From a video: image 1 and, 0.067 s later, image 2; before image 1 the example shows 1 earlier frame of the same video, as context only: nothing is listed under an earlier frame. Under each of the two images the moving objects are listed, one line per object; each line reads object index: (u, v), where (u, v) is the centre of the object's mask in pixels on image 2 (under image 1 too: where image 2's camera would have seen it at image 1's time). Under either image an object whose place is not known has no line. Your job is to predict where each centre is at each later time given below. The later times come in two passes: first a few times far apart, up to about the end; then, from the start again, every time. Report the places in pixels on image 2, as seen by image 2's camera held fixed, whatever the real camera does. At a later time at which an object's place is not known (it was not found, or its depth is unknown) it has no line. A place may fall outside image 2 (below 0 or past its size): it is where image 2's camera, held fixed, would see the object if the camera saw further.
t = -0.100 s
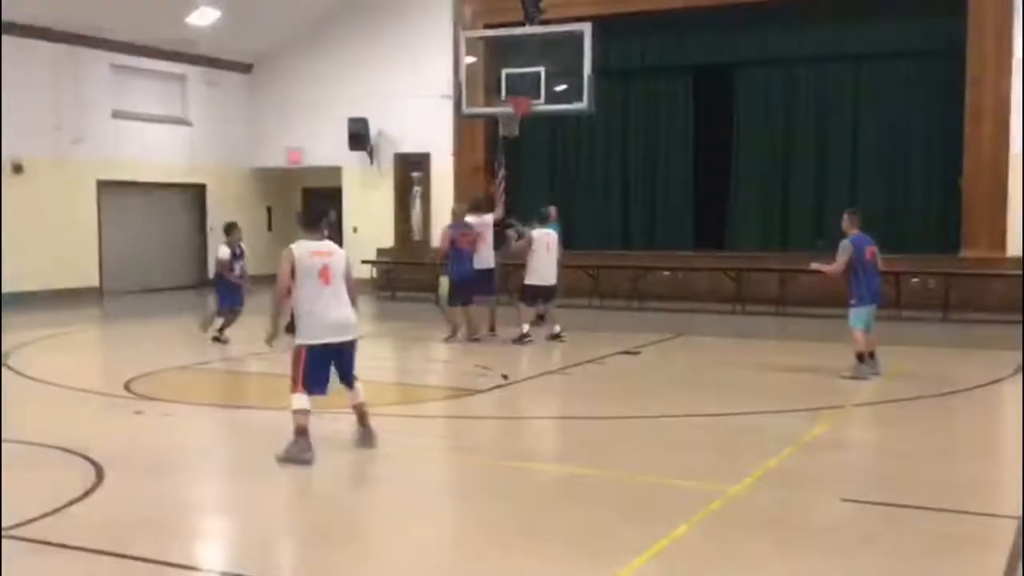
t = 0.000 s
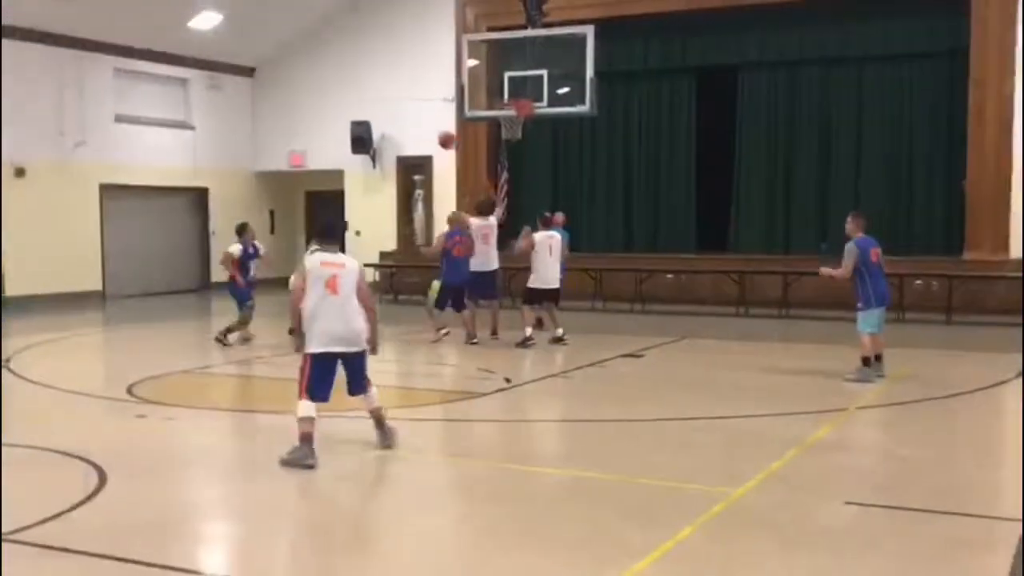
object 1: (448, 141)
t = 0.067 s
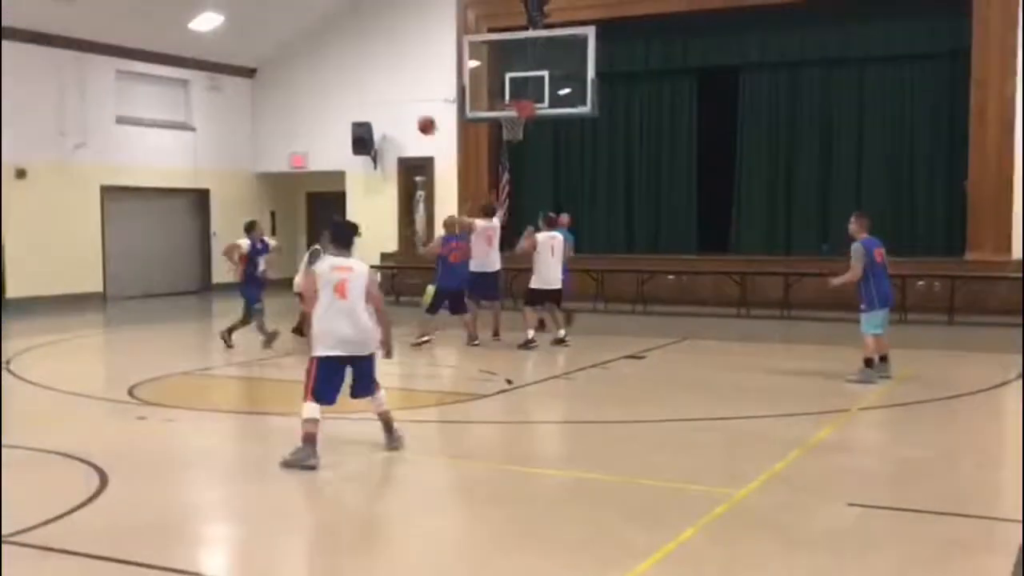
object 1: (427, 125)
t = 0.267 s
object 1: (354, 94)
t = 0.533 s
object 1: (234, 103)
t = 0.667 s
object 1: (161, 137)
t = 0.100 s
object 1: (415, 117)
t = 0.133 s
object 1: (404, 111)
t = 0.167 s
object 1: (392, 106)
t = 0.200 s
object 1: (381, 101)
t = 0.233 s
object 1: (367, 97)
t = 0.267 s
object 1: (354, 94)
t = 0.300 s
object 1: (341, 92)
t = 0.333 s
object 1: (327, 90)
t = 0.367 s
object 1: (314, 89)
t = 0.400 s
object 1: (299, 90)
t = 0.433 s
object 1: (283, 92)
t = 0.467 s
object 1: (267, 94)
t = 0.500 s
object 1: (252, 98)
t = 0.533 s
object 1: (234, 103)
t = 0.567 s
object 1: (217, 109)
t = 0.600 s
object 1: (198, 117)
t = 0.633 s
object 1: (180, 126)
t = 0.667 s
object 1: (161, 137)
